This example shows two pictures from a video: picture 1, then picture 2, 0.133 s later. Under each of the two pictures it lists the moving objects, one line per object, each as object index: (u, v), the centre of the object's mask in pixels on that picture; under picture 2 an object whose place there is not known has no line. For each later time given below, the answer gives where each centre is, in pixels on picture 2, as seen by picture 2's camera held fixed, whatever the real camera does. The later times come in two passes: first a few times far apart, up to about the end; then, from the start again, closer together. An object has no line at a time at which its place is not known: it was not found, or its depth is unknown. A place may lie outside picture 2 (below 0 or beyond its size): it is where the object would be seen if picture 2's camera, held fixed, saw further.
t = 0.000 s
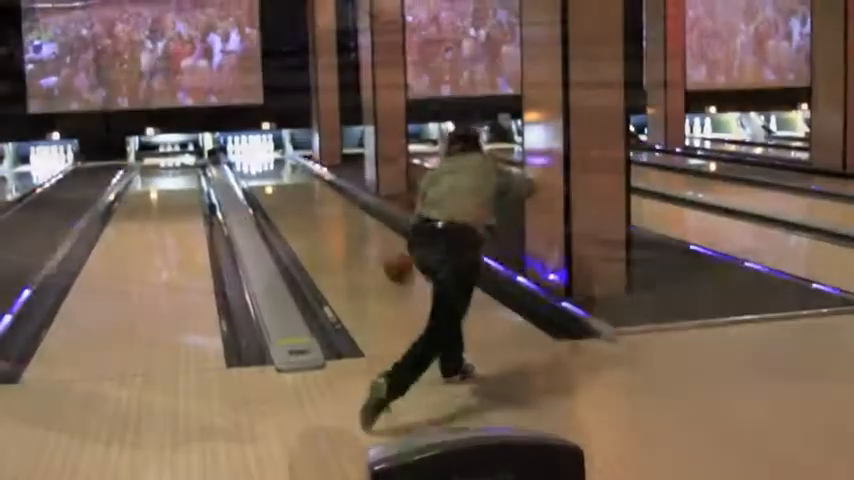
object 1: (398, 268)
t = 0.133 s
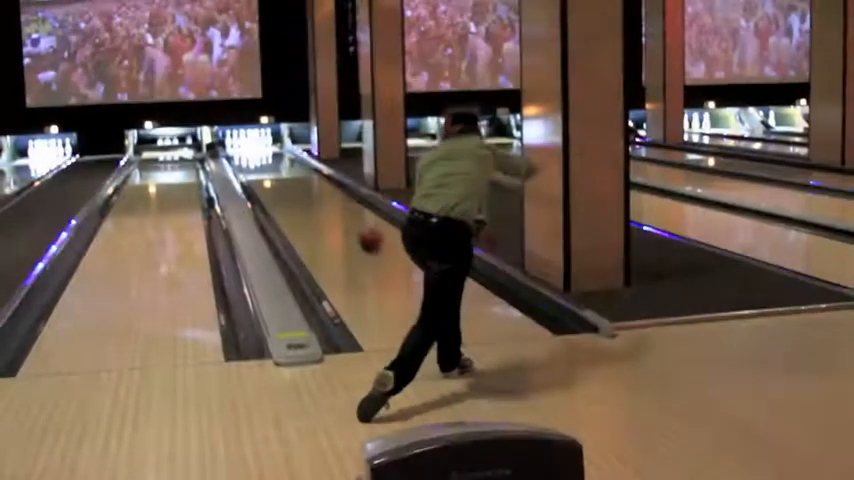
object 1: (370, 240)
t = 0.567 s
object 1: (318, 195)
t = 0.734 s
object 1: (306, 185)
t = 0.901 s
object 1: (293, 176)
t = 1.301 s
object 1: (275, 162)
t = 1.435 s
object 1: (270, 157)
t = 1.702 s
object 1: (262, 149)
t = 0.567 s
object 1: (318, 195)
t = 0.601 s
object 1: (315, 193)
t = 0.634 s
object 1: (312, 191)
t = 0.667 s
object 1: (310, 188)
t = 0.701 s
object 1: (308, 187)
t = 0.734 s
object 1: (306, 185)
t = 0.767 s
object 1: (302, 182)
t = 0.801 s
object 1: (300, 181)
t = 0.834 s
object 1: (298, 179)
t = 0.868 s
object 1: (296, 178)
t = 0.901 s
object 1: (293, 176)
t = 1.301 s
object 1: (275, 162)
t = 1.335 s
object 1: (274, 161)
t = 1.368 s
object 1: (274, 159)
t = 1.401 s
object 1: (272, 159)
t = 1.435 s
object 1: (270, 157)
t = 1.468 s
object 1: (269, 156)
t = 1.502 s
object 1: (267, 155)
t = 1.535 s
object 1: (266, 154)
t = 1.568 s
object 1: (265, 153)
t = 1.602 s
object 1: (264, 153)
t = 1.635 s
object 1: (263, 151)
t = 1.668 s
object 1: (263, 151)
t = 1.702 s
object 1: (262, 149)
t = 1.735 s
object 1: (261, 148)
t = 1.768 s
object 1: (259, 148)
